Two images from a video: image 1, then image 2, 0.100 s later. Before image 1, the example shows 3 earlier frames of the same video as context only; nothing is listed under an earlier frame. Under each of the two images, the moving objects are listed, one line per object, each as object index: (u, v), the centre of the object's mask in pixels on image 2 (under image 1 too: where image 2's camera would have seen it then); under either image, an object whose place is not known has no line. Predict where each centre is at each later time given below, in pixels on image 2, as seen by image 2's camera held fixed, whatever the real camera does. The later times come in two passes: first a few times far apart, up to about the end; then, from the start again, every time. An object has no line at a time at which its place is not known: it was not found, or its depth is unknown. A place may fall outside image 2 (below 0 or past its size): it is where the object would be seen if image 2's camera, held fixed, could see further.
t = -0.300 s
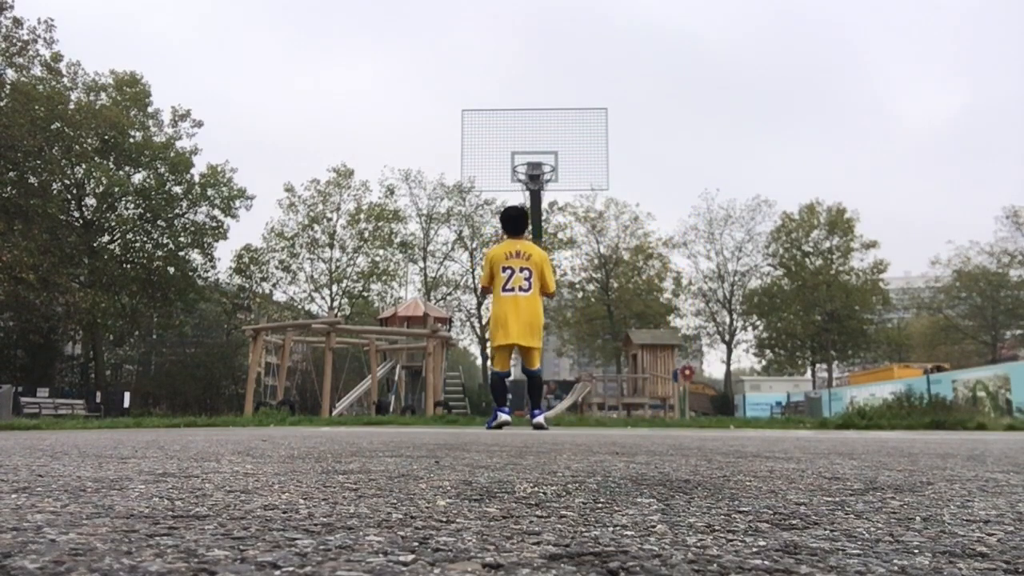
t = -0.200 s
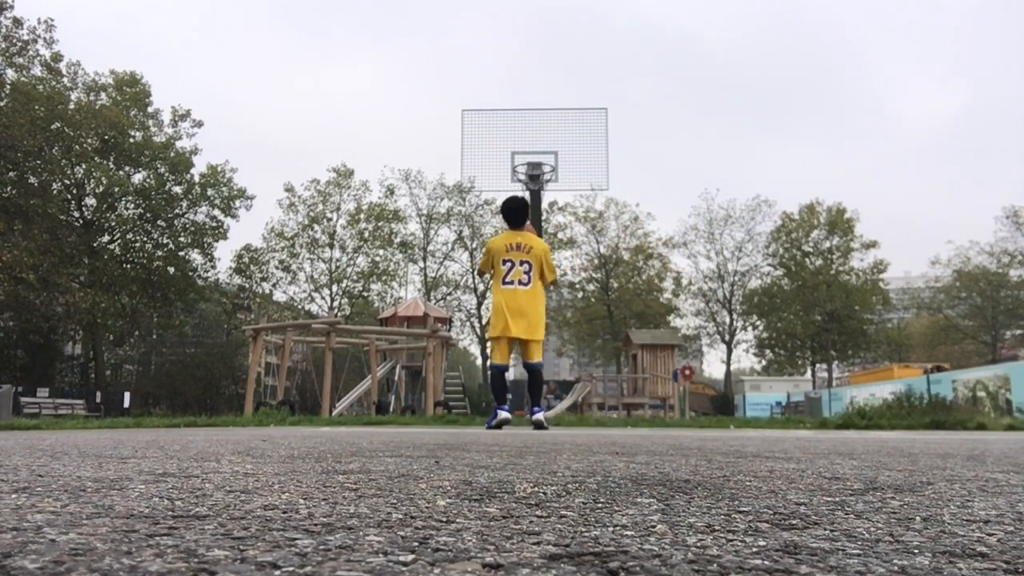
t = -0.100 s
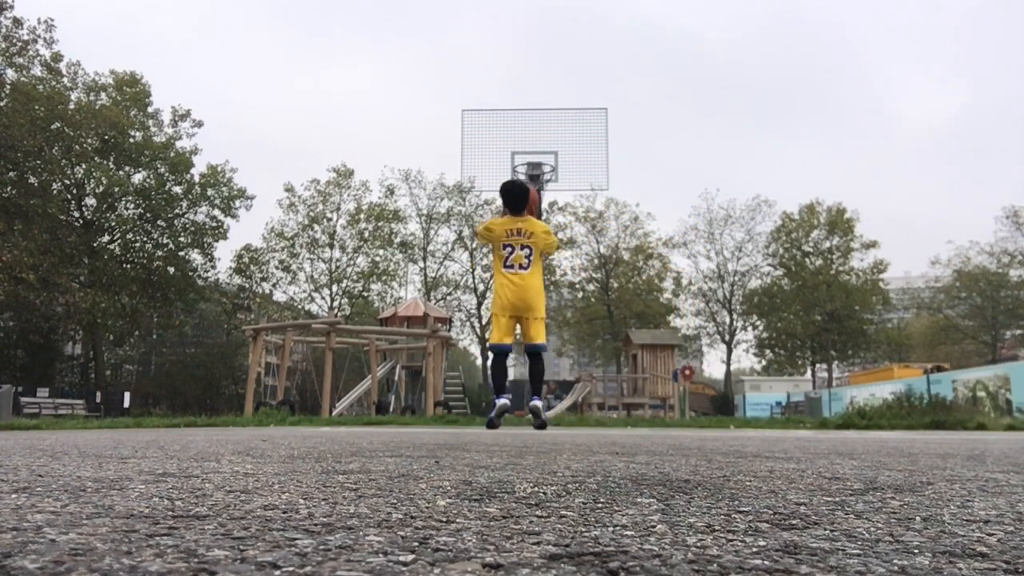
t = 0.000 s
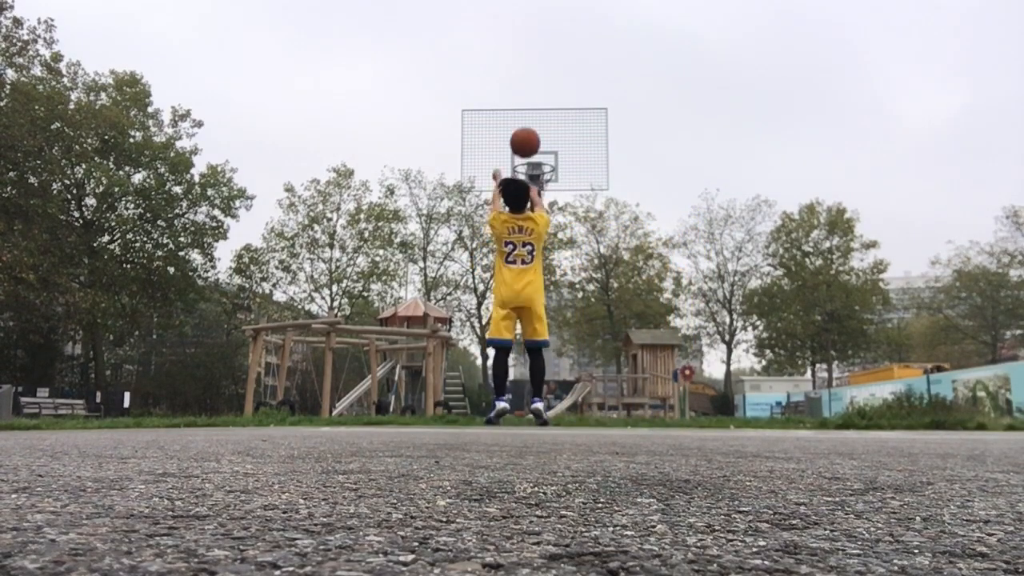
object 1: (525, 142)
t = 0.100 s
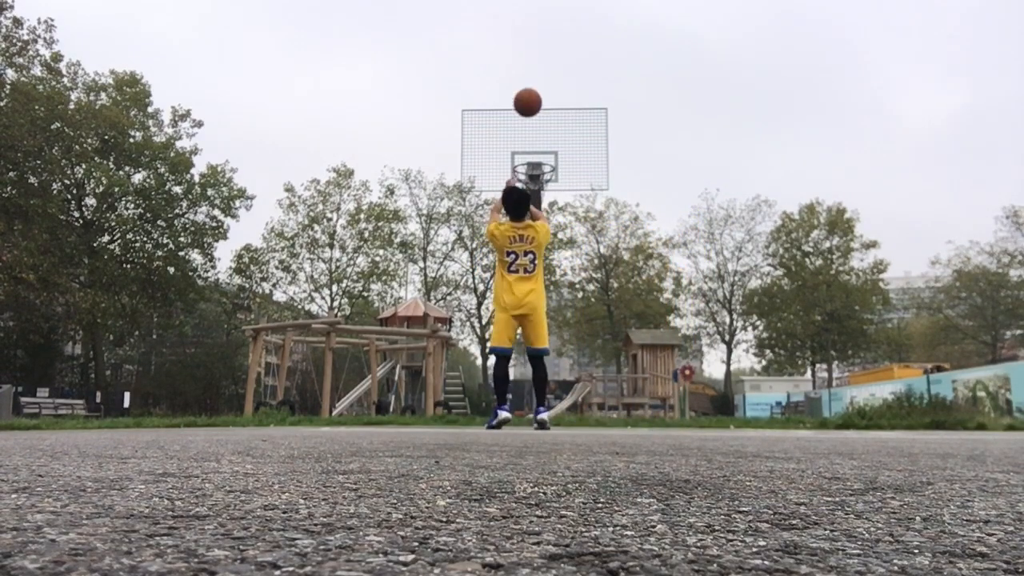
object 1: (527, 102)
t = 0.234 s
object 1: (530, 74)
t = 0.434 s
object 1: (533, 69)
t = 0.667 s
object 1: (536, 106)
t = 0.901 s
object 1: (538, 156)
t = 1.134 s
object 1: (513, 105)
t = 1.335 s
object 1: (488, 96)
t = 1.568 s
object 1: (462, 130)
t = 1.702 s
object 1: (446, 172)
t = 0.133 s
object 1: (528, 93)
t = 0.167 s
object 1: (529, 85)
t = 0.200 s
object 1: (529, 79)
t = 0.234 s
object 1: (530, 74)
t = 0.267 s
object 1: (530, 71)
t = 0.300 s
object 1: (531, 68)
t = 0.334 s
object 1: (531, 67)
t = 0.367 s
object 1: (532, 67)
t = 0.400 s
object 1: (532, 68)
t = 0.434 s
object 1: (533, 69)
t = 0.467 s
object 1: (533, 72)
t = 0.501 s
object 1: (534, 76)
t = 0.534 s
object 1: (534, 80)
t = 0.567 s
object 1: (535, 85)
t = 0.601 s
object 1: (535, 91)
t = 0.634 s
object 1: (536, 98)
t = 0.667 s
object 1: (536, 106)
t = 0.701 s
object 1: (537, 114)
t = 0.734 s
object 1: (538, 123)
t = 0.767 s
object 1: (538, 132)
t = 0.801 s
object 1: (539, 143)
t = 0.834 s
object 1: (539, 153)
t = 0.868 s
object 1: (540, 164)
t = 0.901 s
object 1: (538, 156)
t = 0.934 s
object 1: (534, 147)
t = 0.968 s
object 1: (530, 138)
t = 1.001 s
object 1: (527, 130)
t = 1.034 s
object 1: (523, 123)
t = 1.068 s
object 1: (520, 116)
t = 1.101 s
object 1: (517, 110)
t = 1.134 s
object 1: (513, 105)
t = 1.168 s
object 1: (510, 101)
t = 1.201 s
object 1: (506, 98)
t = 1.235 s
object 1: (502, 96)
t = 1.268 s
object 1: (499, 95)
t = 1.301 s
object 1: (495, 94)
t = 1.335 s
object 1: (488, 96)
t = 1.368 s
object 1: (484, 98)
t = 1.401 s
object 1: (481, 101)
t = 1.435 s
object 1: (477, 105)
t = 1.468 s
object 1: (473, 110)
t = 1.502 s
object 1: (469, 116)
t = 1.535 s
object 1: (466, 122)
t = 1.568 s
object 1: (462, 130)
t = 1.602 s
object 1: (458, 139)
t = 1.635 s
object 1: (454, 149)
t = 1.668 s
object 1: (450, 160)
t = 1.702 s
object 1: (446, 172)
